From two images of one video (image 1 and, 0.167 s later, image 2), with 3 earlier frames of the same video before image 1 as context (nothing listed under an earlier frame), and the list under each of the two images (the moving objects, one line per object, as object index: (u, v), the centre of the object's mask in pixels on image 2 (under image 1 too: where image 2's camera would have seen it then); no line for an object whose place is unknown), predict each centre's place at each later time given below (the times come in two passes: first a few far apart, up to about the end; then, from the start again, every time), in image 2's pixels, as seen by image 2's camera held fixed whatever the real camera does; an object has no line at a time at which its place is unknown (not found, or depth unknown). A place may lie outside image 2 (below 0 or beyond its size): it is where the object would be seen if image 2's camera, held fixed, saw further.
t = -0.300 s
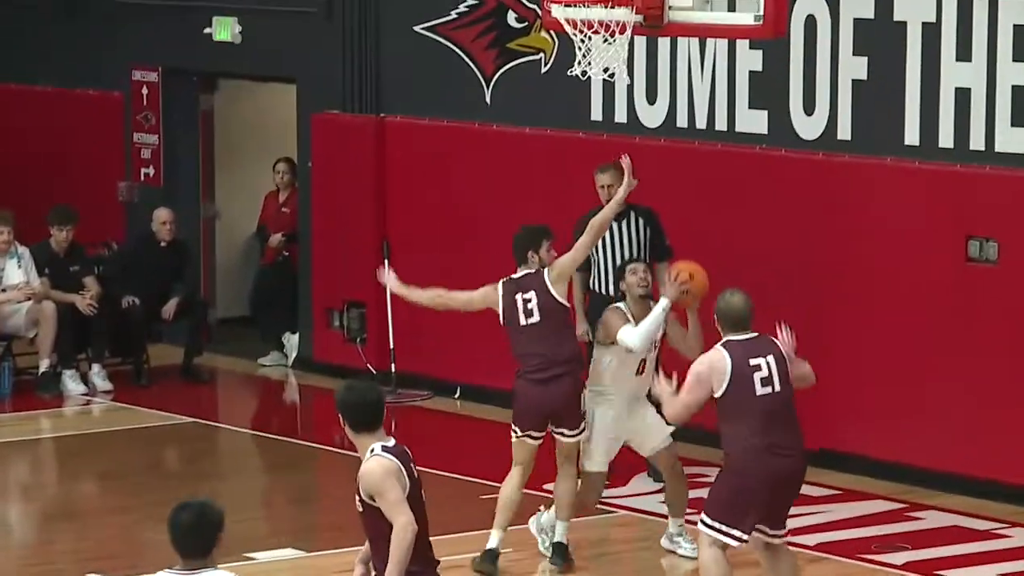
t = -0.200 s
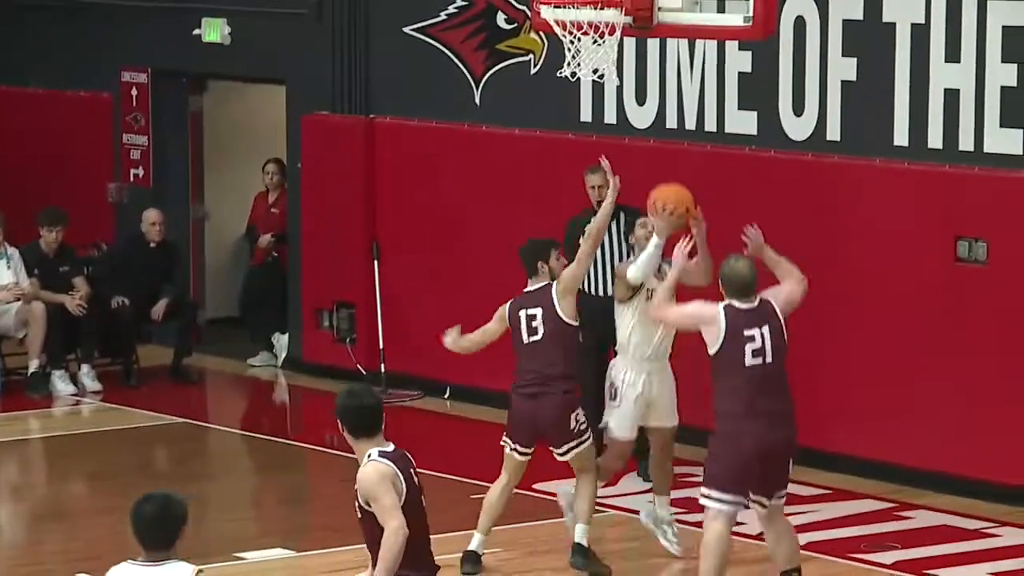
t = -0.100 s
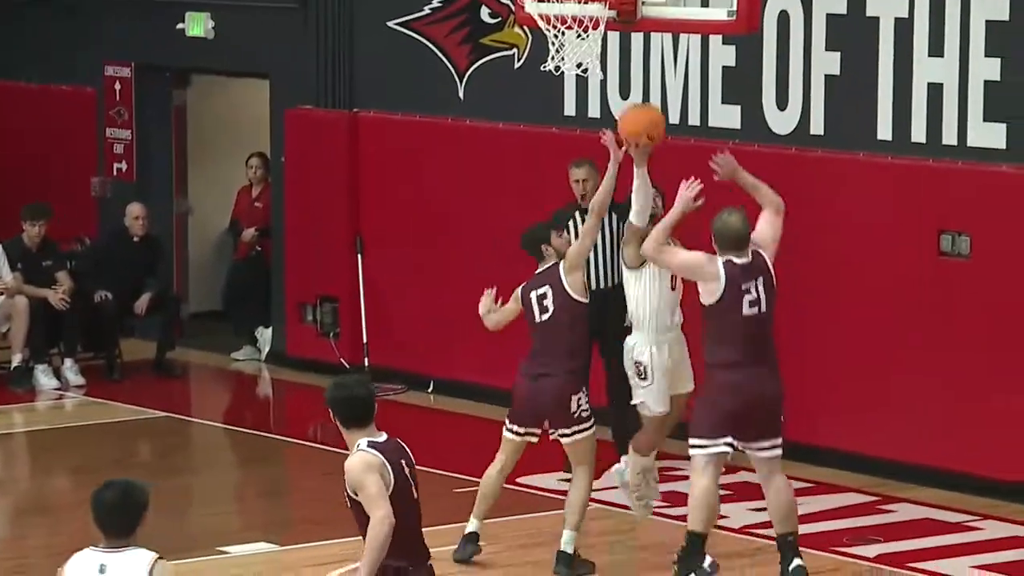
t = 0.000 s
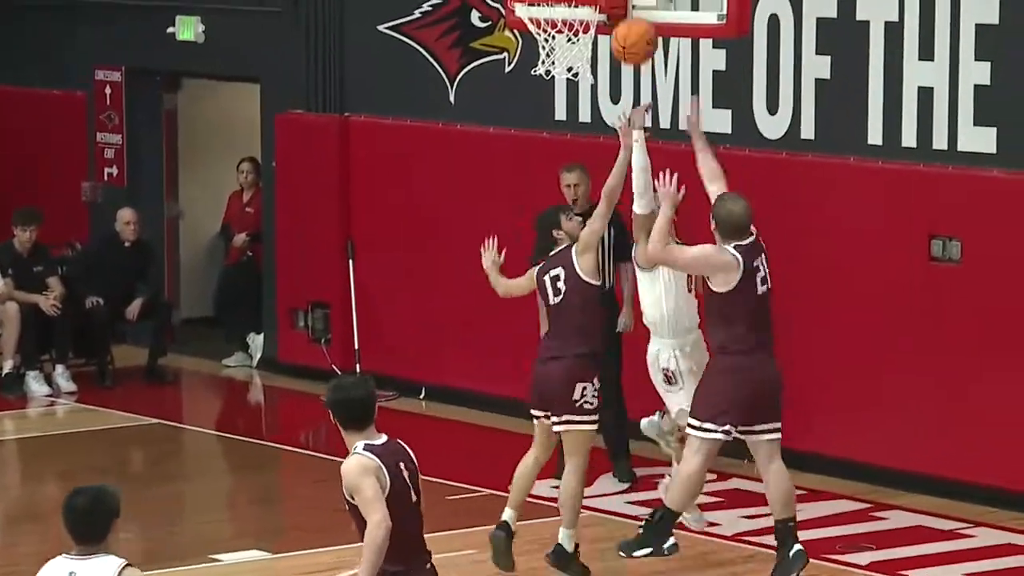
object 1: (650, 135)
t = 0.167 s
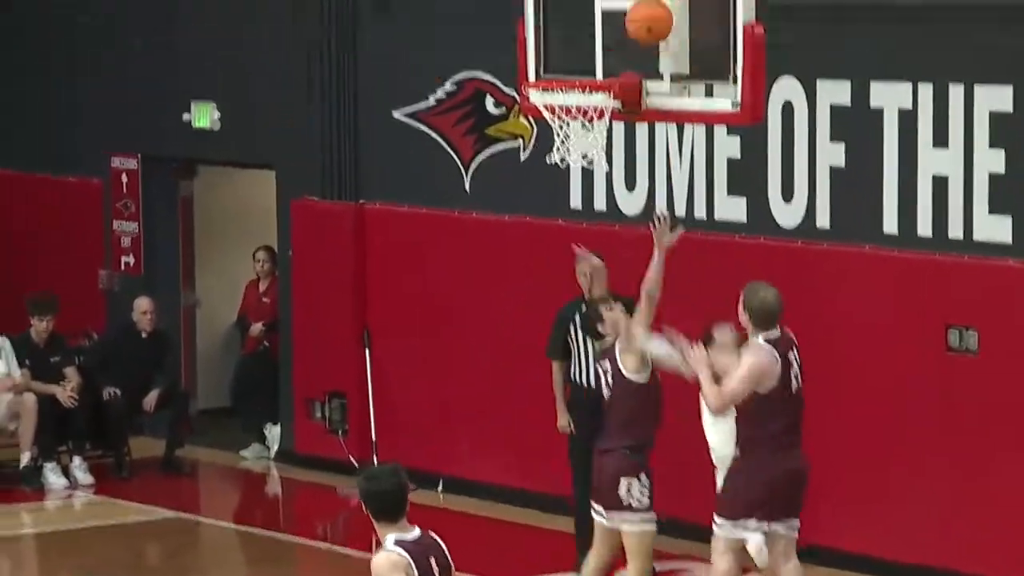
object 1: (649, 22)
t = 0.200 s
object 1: (641, 15)
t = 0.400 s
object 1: (599, 36)
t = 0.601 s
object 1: (559, 128)
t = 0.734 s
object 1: (555, 175)
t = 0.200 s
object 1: (641, 15)
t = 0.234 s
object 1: (635, 13)
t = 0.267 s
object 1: (628, 13)
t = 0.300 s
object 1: (621, 15)
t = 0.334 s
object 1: (613, 19)
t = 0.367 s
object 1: (607, 27)
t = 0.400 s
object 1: (599, 36)
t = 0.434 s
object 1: (592, 46)
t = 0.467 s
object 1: (585, 59)
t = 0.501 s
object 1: (578, 70)
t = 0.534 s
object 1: (571, 89)
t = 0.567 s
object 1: (566, 107)
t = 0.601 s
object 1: (559, 128)
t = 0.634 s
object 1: (554, 141)
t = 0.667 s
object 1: (556, 149)
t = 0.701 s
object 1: (554, 168)
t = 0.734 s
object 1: (555, 175)
